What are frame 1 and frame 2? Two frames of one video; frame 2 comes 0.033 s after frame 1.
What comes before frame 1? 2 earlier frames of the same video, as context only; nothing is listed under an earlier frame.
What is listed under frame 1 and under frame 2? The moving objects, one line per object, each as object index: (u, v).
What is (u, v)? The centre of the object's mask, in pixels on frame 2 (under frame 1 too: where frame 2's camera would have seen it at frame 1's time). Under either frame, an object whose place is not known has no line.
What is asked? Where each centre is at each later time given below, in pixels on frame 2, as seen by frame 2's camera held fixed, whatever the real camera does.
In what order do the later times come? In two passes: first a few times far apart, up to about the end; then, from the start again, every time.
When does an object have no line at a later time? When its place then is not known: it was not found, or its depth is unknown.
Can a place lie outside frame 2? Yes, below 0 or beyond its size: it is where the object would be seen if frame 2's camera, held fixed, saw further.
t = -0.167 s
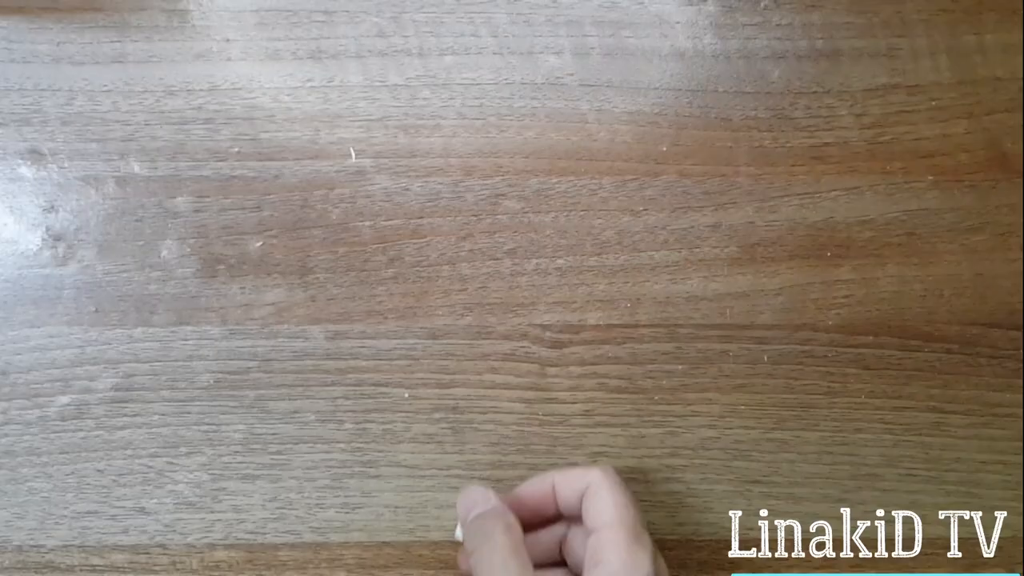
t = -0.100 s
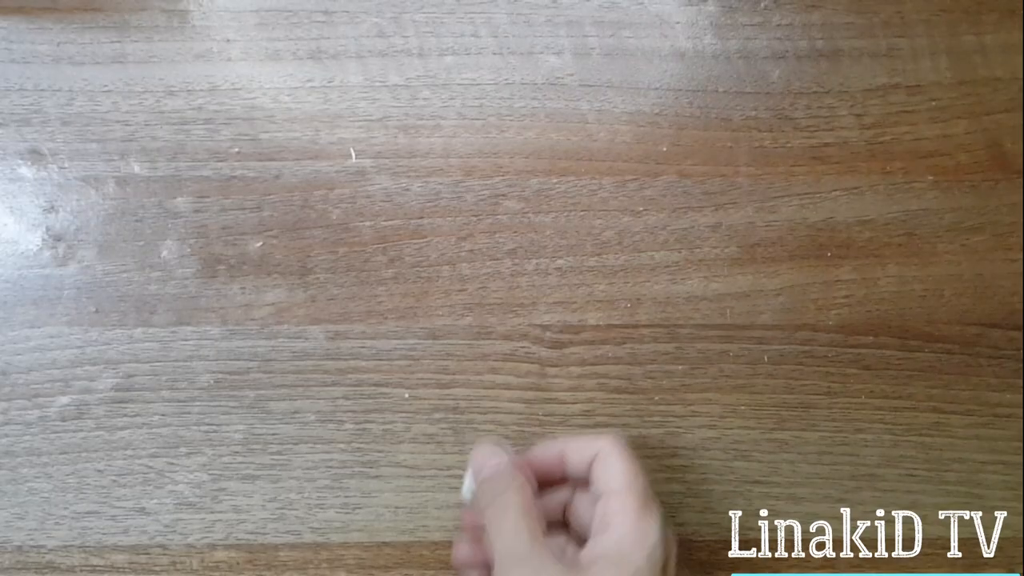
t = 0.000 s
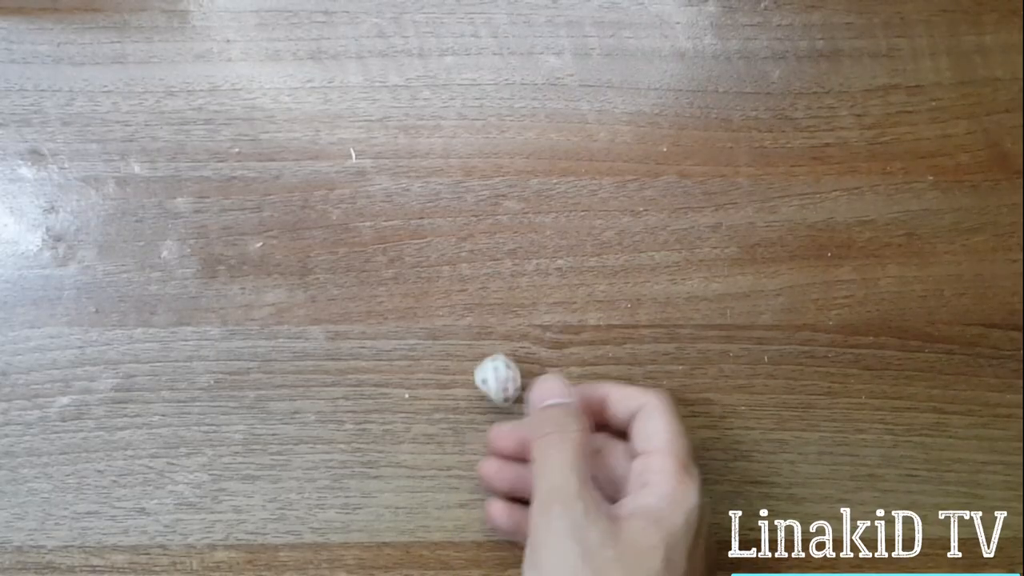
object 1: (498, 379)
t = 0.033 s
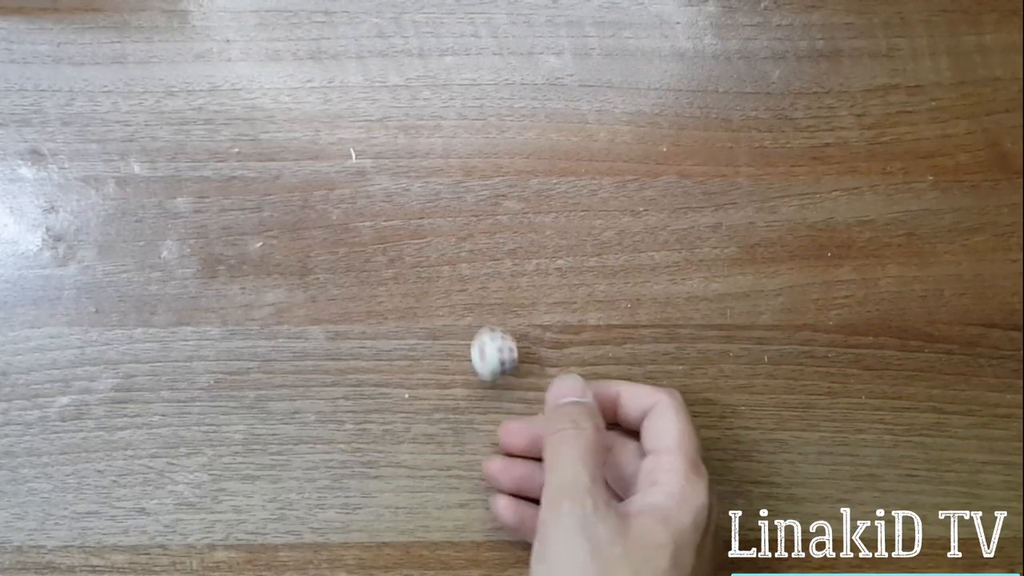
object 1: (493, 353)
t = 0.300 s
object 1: (429, 204)
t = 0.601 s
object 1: (388, 179)
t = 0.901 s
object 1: (391, 176)
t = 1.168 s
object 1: (391, 176)
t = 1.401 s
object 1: (391, 176)
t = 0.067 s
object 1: (492, 330)
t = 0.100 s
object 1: (482, 311)
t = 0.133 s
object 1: (471, 286)
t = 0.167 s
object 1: (466, 266)
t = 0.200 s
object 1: (457, 244)
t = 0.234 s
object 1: (449, 229)
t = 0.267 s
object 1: (443, 216)
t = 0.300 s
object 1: (429, 204)
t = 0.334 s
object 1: (420, 199)
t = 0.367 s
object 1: (414, 193)
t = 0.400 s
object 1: (404, 189)
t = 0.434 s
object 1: (395, 192)
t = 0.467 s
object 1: (393, 195)
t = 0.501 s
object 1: (391, 194)
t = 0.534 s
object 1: (389, 188)
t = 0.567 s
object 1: (387, 184)
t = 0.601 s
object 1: (388, 179)
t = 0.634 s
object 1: (390, 176)
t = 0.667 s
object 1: (391, 176)
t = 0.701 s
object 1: (391, 176)
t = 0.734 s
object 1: (391, 176)
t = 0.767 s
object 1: (391, 176)
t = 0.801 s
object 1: (391, 176)
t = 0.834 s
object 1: (391, 176)
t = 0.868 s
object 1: (391, 176)
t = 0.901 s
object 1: (391, 176)
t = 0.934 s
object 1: (391, 176)
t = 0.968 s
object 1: (391, 176)
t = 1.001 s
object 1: (391, 176)
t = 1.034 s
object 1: (391, 176)
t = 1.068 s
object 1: (391, 176)
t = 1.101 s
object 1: (391, 176)
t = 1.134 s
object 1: (391, 176)
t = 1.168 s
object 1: (391, 176)
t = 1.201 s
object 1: (391, 176)
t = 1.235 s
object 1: (391, 176)
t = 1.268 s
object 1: (391, 176)
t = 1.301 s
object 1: (391, 176)
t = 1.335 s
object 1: (391, 176)
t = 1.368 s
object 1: (391, 176)
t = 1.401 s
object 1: (391, 176)
